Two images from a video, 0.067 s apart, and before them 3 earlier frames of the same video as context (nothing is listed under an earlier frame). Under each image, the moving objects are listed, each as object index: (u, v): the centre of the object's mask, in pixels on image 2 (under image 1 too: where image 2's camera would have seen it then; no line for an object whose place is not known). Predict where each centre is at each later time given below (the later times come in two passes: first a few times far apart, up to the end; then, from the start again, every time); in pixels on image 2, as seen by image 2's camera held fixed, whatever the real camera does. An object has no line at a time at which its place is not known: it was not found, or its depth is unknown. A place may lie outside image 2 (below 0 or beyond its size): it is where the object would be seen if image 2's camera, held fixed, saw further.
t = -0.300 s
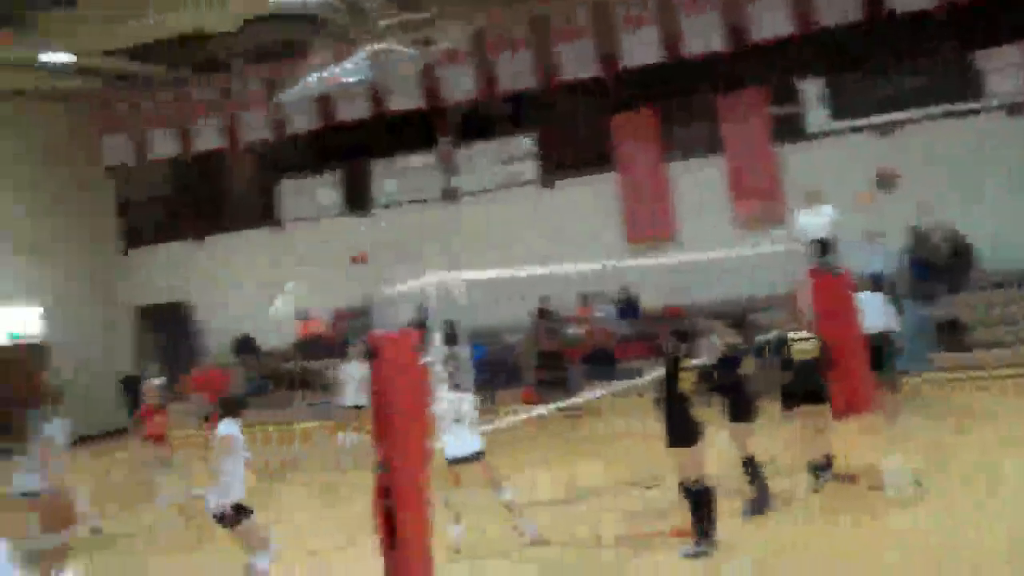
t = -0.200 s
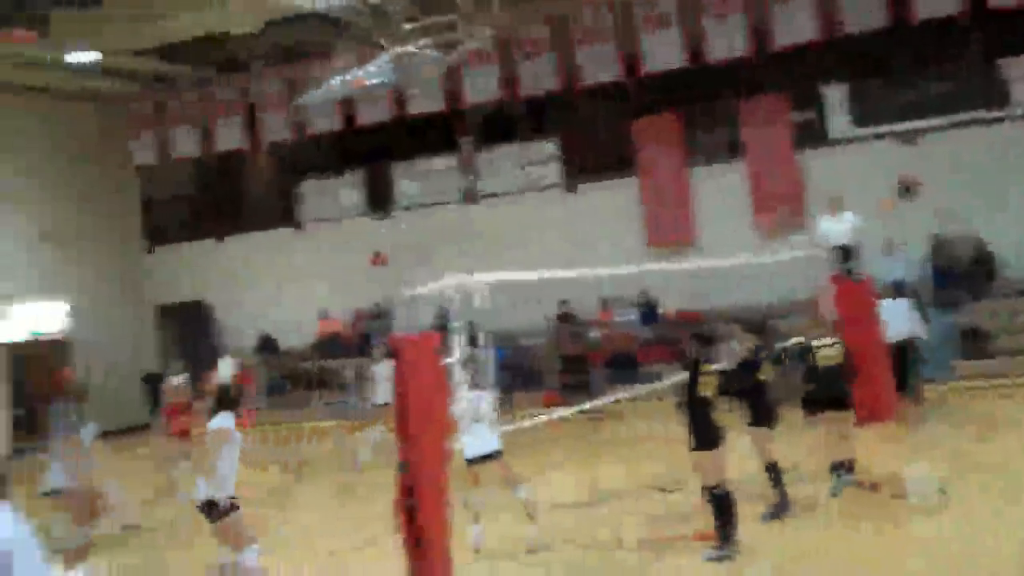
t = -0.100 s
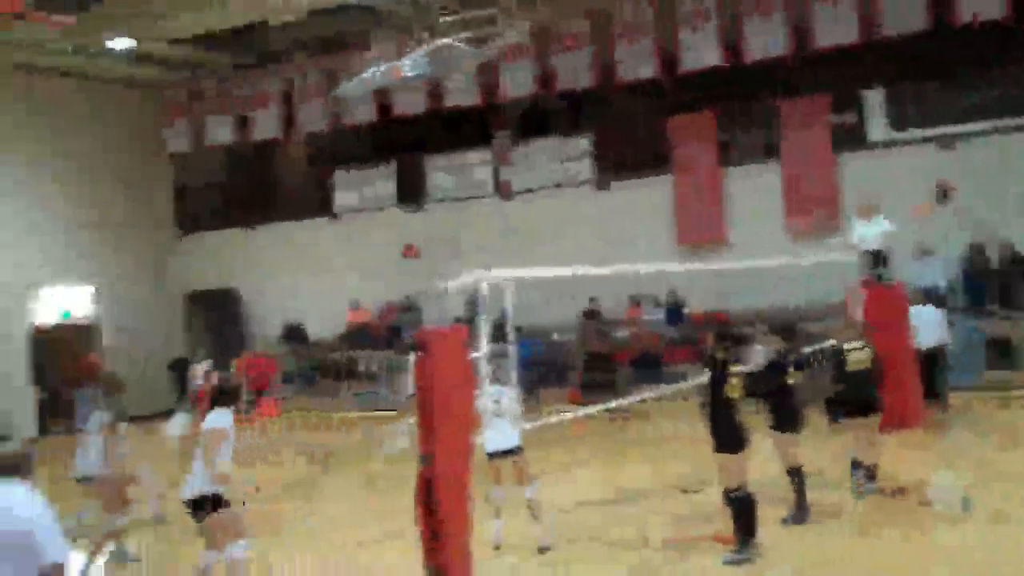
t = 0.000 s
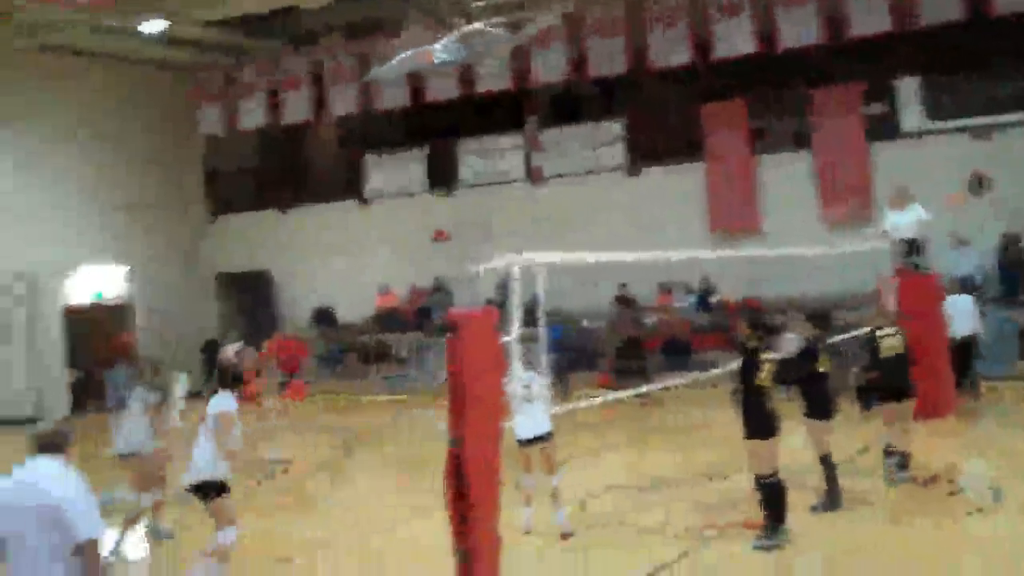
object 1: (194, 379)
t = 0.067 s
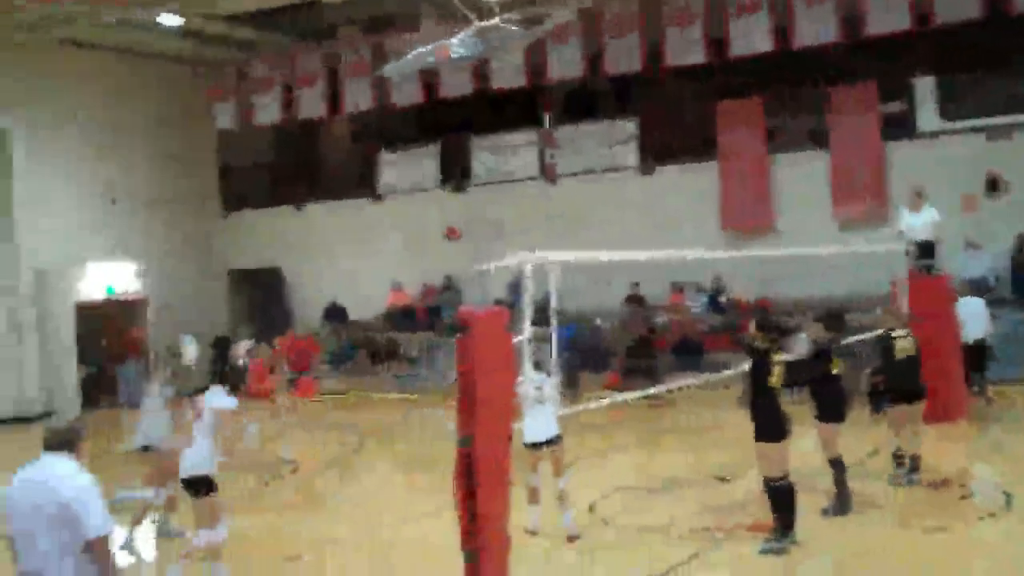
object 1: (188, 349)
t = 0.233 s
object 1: (183, 267)
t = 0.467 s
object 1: (178, 189)
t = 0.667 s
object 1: (176, 165)
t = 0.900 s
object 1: (177, 187)
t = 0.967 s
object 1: (178, 203)
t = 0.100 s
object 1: (186, 331)
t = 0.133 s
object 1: (187, 314)
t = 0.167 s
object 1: (184, 297)
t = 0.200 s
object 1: (185, 283)
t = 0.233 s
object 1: (183, 267)
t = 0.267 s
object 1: (182, 252)
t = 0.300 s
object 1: (181, 240)
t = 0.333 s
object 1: (181, 228)
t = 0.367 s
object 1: (180, 216)
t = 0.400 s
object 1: (179, 207)
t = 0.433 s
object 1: (179, 197)
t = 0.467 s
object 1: (178, 189)
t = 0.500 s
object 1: (177, 183)
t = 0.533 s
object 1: (176, 177)
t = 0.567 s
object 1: (176, 173)
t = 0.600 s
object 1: (177, 170)
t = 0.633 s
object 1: (177, 166)
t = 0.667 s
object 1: (176, 165)
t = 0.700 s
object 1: (176, 165)
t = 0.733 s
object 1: (177, 166)
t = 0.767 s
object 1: (176, 167)
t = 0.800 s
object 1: (176, 171)
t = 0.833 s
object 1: (177, 175)
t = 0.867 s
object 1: (177, 180)
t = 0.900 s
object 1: (177, 187)
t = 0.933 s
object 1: (178, 196)
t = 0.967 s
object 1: (178, 203)
